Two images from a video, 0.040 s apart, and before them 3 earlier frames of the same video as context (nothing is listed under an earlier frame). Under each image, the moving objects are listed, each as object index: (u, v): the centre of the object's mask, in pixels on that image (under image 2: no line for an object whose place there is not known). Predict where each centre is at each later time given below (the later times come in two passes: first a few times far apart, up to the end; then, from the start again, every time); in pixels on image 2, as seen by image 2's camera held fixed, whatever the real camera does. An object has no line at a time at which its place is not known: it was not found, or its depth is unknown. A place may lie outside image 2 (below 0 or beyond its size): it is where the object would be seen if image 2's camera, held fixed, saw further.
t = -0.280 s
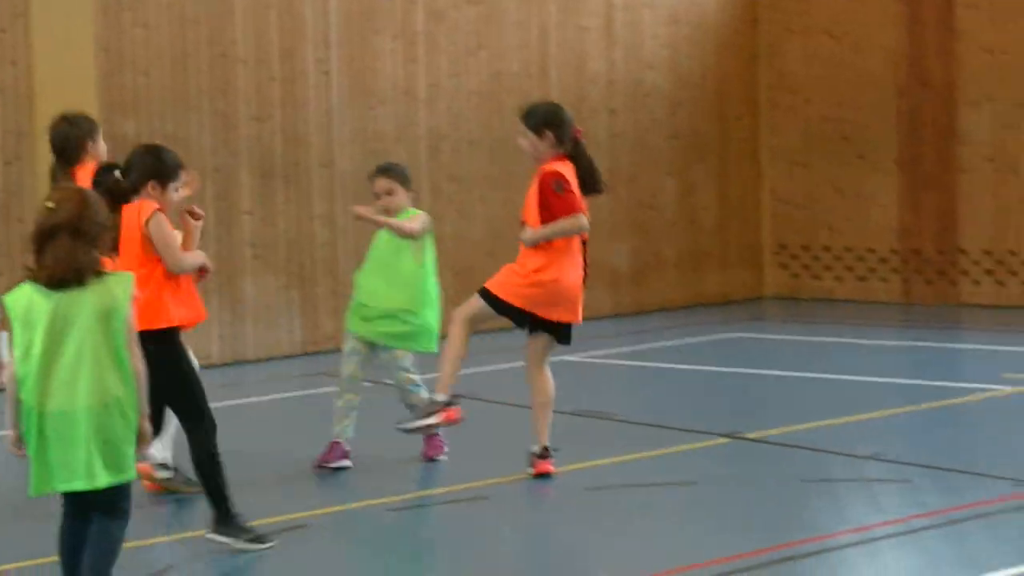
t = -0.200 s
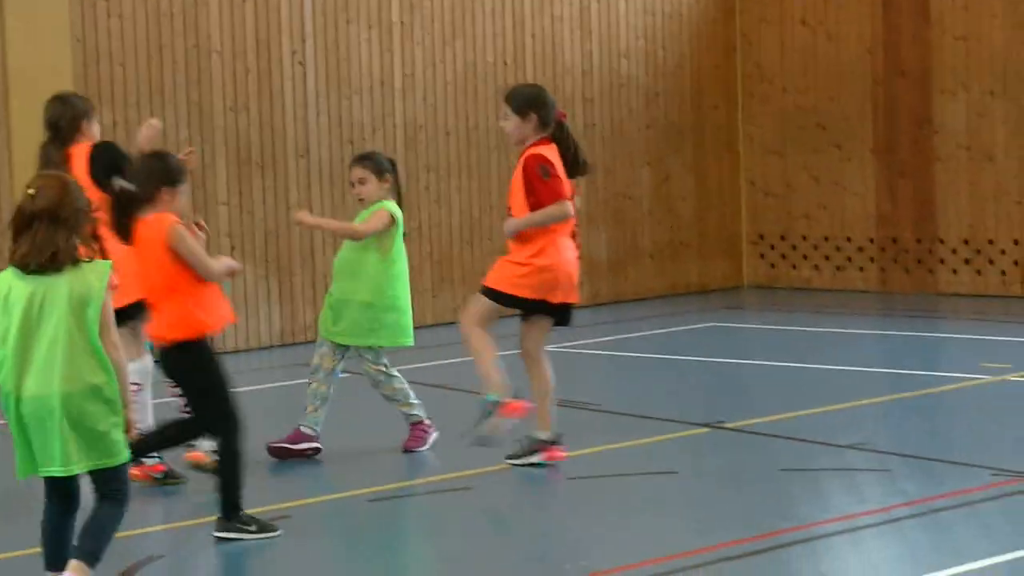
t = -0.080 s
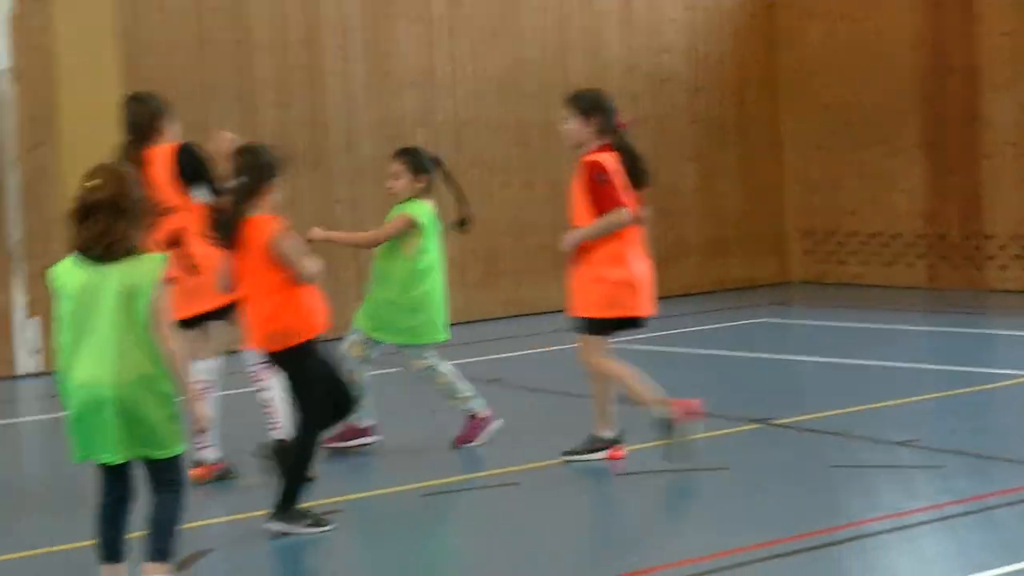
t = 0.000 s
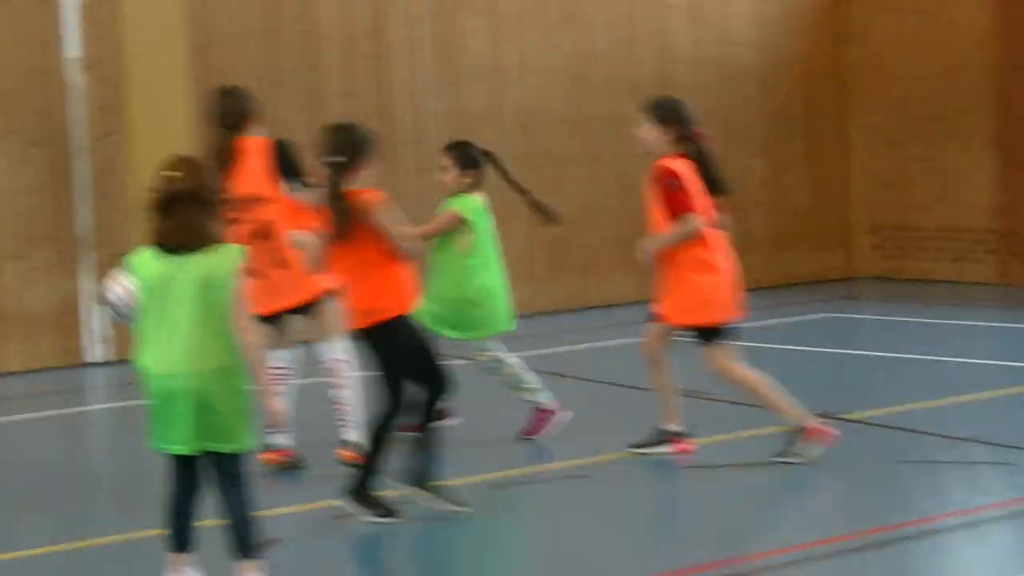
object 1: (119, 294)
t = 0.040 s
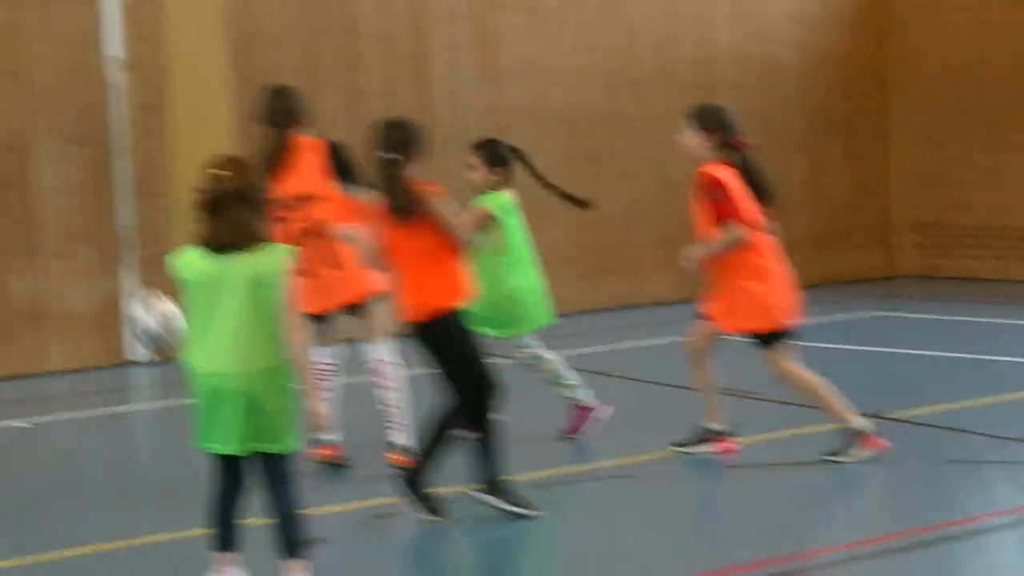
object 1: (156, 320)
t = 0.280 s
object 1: (101, 351)
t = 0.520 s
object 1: (84, 293)
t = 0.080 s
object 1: (142, 350)
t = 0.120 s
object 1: (130, 385)
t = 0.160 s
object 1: (117, 423)
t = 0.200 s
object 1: (109, 402)
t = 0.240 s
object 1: (105, 374)
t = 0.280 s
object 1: (101, 351)
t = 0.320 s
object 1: (100, 332)
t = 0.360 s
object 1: (96, 317)
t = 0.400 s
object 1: (93, 306)
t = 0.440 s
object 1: (90, 298)
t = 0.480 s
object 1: (86, 293)
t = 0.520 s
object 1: (84, 293)
